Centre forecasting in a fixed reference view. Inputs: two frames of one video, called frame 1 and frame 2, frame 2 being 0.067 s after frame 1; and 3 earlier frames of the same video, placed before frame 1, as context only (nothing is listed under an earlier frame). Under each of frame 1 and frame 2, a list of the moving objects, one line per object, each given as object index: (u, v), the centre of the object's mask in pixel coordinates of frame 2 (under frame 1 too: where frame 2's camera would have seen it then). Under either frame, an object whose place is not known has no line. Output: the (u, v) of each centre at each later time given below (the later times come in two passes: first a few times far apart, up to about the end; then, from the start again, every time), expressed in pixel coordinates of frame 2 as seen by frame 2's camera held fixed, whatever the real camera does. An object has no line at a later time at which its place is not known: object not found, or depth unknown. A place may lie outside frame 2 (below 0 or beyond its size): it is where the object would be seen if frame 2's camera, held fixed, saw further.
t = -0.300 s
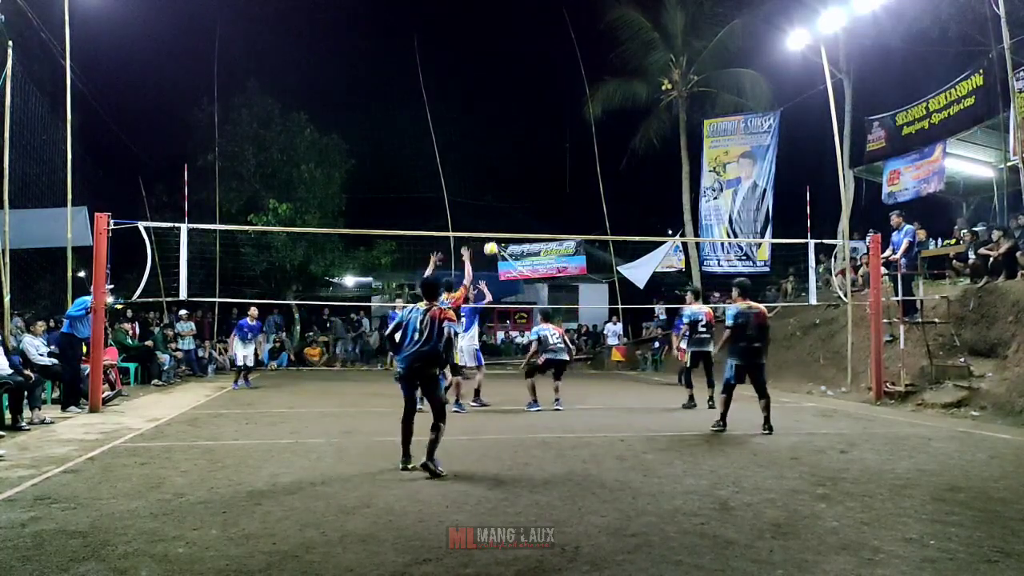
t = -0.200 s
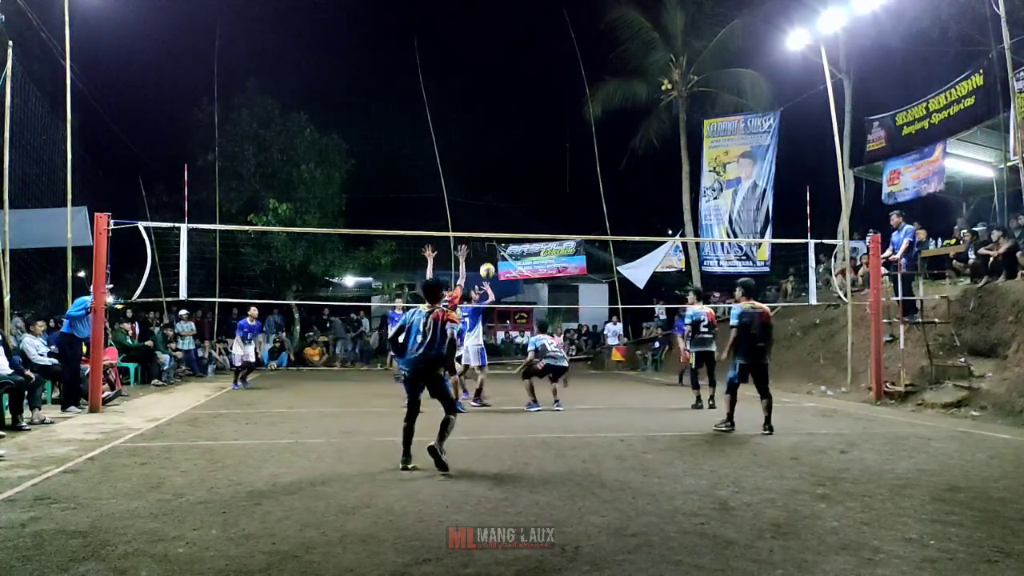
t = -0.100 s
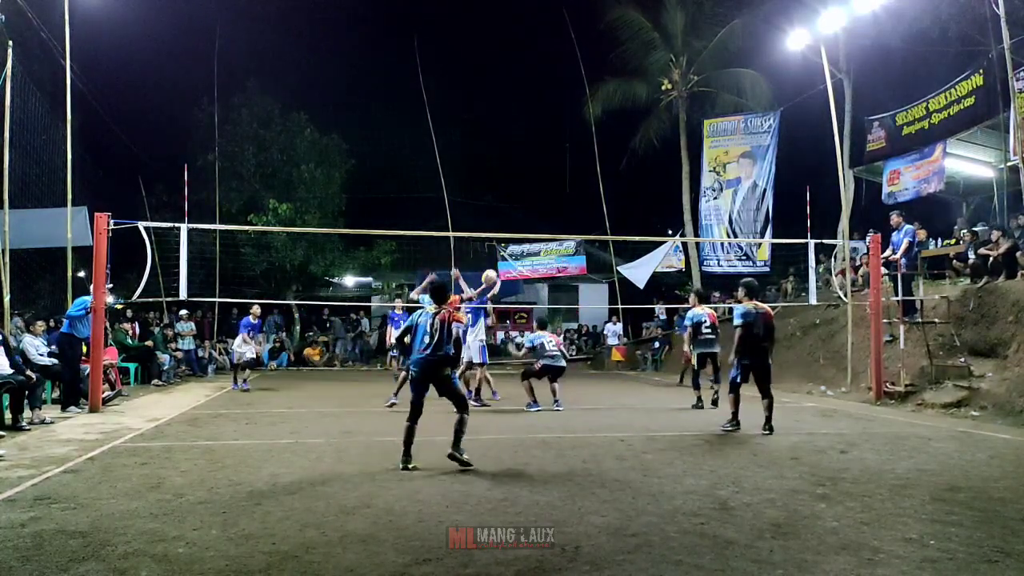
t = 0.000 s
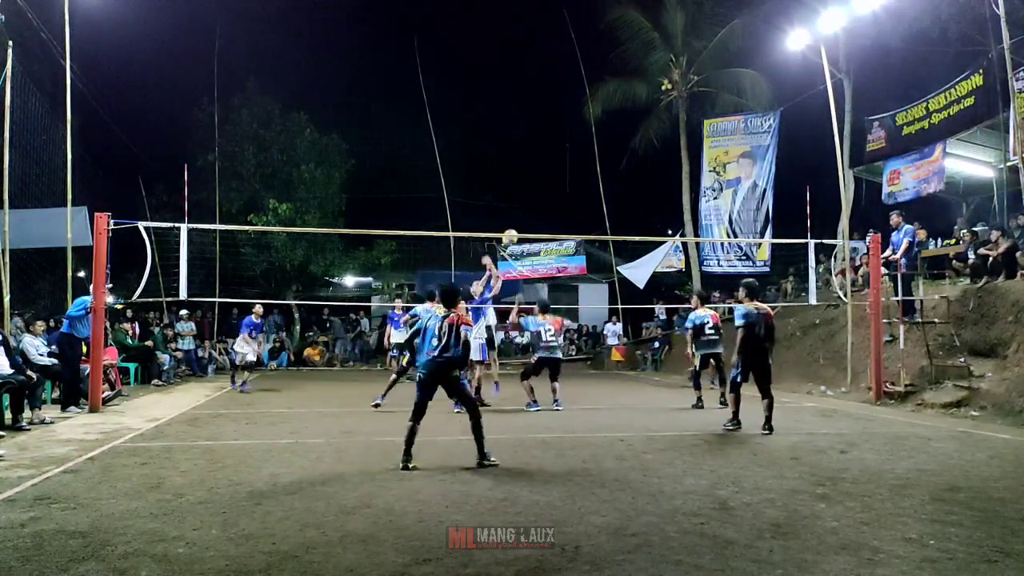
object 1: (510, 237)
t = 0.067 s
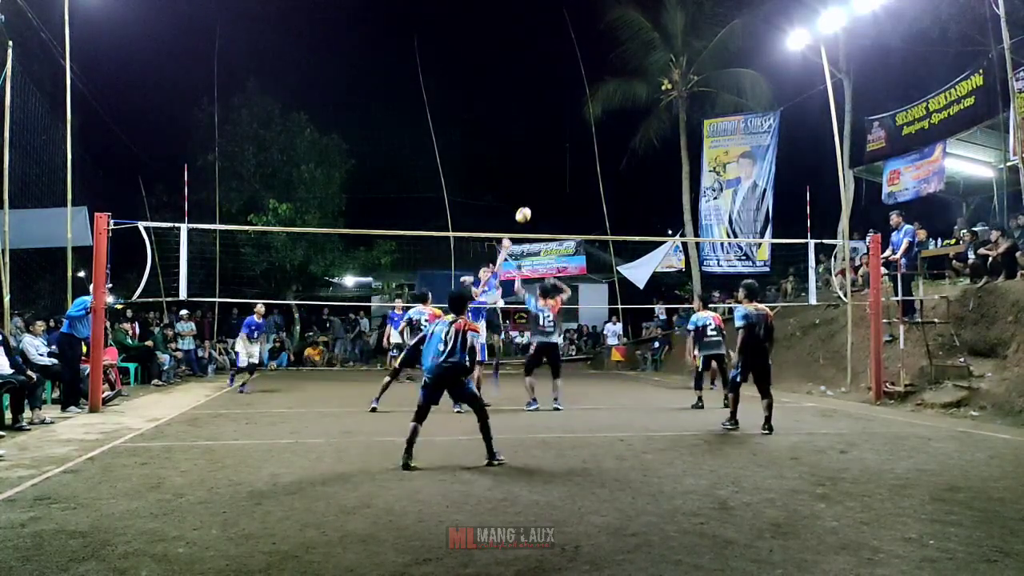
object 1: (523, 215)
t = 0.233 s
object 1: (555, 173)
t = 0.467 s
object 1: (597, 149)
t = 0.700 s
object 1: (635, 161)
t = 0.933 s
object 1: (670, 203)
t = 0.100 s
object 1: (530, 205)
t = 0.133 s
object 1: (536, 196)
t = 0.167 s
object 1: (542, 187)
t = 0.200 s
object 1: (549, 180)
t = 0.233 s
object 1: (555, 173)
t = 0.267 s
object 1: (561, 167)
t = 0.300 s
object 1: (567, 163)
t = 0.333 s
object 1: (573, 158)
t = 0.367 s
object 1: (579, 155)
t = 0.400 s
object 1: (585, 153)
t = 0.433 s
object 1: (591, 151)
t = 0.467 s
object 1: (597, 149)
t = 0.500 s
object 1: (602, 149)
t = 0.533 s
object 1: (608, 149)
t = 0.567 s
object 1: (613, 150)
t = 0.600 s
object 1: (619, 152)
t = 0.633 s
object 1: (624, 154)
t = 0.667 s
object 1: (629, 157)
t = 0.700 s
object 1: (635, 161)
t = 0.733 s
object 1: (640, 165)
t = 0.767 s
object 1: (645, 170)
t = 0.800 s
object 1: (650, 175)
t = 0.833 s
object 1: (655, 181)
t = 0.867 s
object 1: (660, 188)
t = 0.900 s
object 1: (665, 195)
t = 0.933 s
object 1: (670, 203)
